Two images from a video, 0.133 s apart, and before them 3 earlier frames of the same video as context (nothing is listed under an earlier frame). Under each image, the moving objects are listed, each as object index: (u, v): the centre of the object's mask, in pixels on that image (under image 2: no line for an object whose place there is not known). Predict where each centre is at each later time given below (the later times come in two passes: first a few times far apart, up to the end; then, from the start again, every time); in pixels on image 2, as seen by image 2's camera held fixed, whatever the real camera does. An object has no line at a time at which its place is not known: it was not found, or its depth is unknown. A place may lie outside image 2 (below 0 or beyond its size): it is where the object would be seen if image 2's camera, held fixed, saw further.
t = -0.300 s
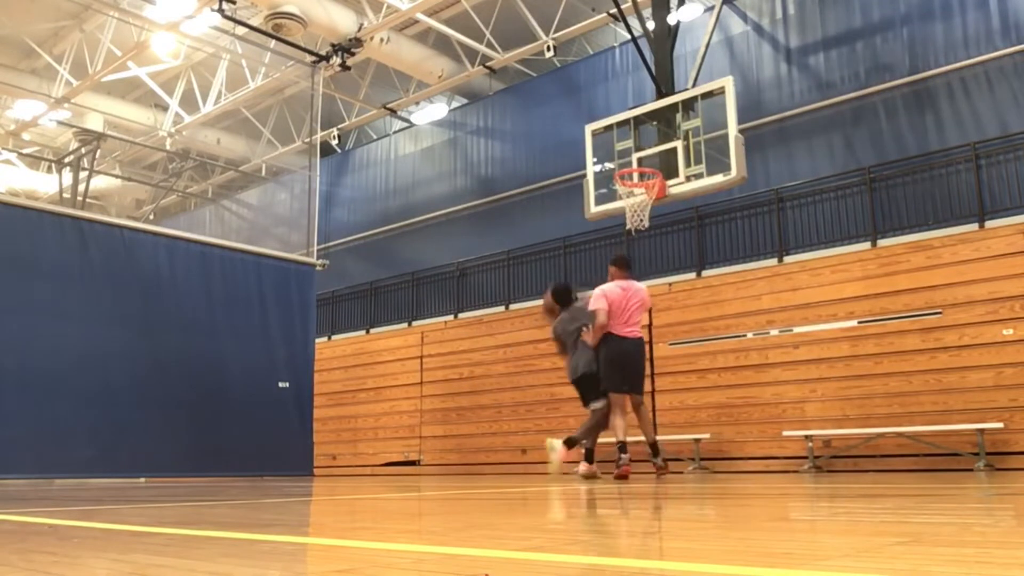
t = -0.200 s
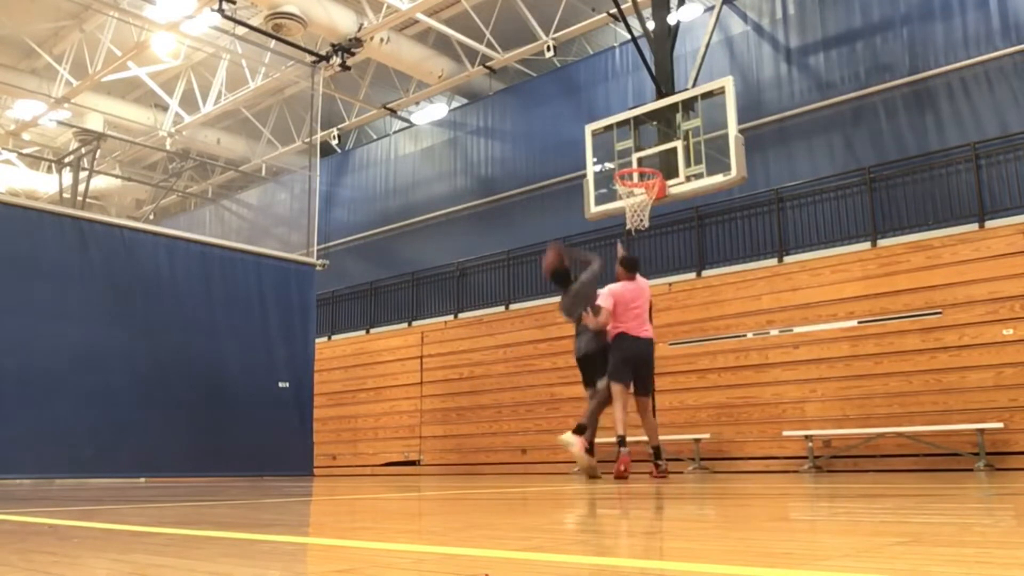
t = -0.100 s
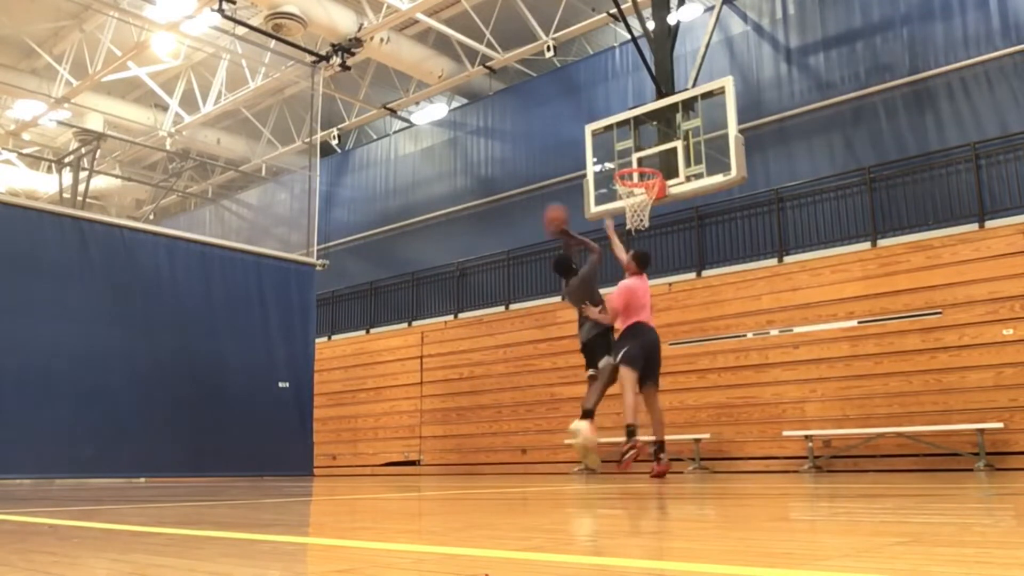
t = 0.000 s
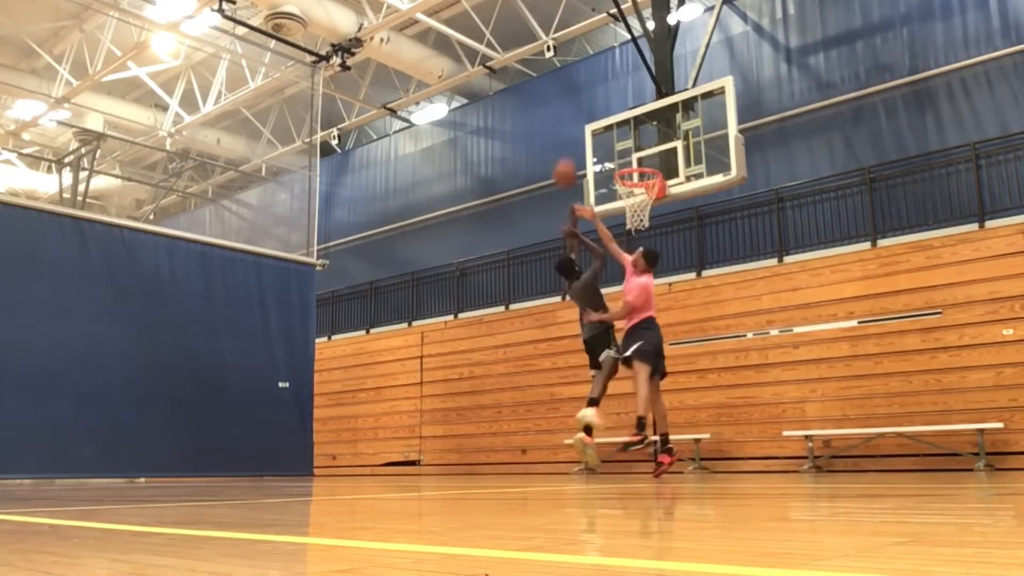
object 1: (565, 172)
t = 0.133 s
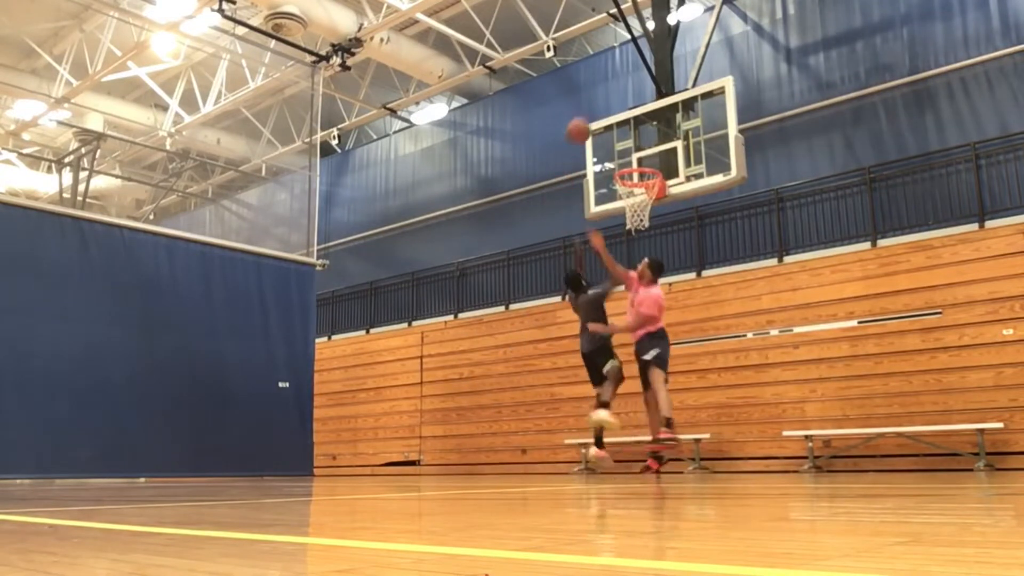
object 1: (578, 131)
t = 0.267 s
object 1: (592, 107)
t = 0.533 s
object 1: (619, 108)
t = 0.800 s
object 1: (643, 161)
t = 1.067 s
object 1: (615, 145)
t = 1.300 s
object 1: (590, 166)
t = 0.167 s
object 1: (582, 122)
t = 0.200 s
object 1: (585, 116)
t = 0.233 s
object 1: (588, 110)
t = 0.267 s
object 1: (592, 107)
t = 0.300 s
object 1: (595, 104)
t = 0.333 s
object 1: (599, 101)
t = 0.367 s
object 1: (602, 100)
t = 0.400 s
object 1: (606, 100)
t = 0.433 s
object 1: (609, 101)
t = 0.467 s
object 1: (612, 102)
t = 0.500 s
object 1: (615, 104)
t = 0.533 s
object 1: (619, 108)
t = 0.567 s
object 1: (623, 113)
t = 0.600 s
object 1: (626, 118)
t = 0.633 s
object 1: (631, 126)
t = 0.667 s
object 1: (633, 131)
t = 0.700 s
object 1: (636, 139)
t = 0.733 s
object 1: (640, 148)
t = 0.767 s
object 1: (643, 157)
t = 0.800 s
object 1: (643, 161)
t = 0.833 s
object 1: (640, 163)
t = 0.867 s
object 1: (637, 162)
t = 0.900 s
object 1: (633, 158)
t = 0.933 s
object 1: (630, 156)
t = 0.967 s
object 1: (625, 151)
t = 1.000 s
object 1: (623, 148)
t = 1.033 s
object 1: (619, 146)
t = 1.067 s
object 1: (615, 145)
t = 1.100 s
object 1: (611, 145)
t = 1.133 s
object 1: (608, 146)
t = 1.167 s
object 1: (605, 148)
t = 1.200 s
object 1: (602, 150)
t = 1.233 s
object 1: (598, 154)
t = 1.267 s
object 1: (594, 160)
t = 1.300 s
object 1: (590, 166)
